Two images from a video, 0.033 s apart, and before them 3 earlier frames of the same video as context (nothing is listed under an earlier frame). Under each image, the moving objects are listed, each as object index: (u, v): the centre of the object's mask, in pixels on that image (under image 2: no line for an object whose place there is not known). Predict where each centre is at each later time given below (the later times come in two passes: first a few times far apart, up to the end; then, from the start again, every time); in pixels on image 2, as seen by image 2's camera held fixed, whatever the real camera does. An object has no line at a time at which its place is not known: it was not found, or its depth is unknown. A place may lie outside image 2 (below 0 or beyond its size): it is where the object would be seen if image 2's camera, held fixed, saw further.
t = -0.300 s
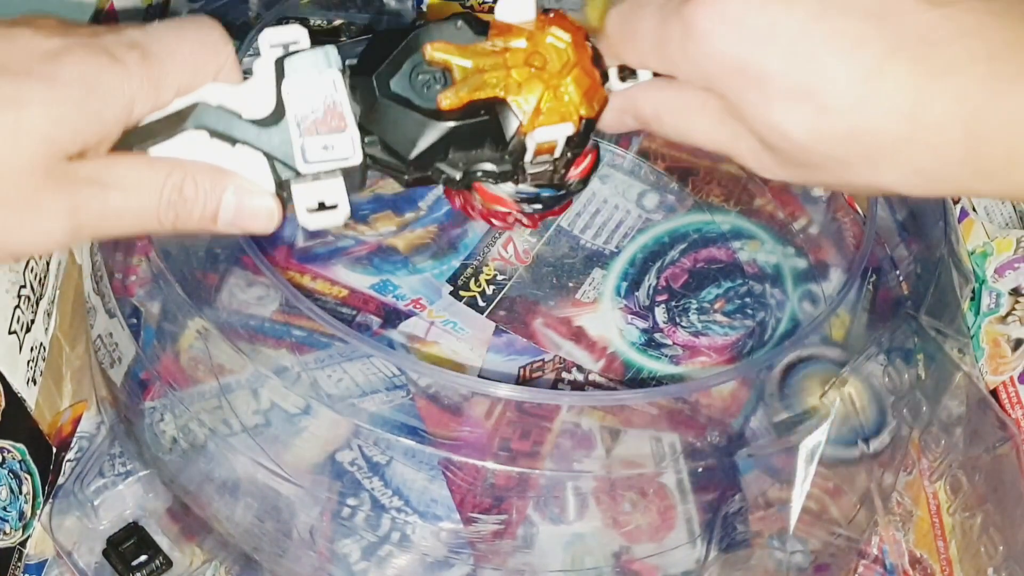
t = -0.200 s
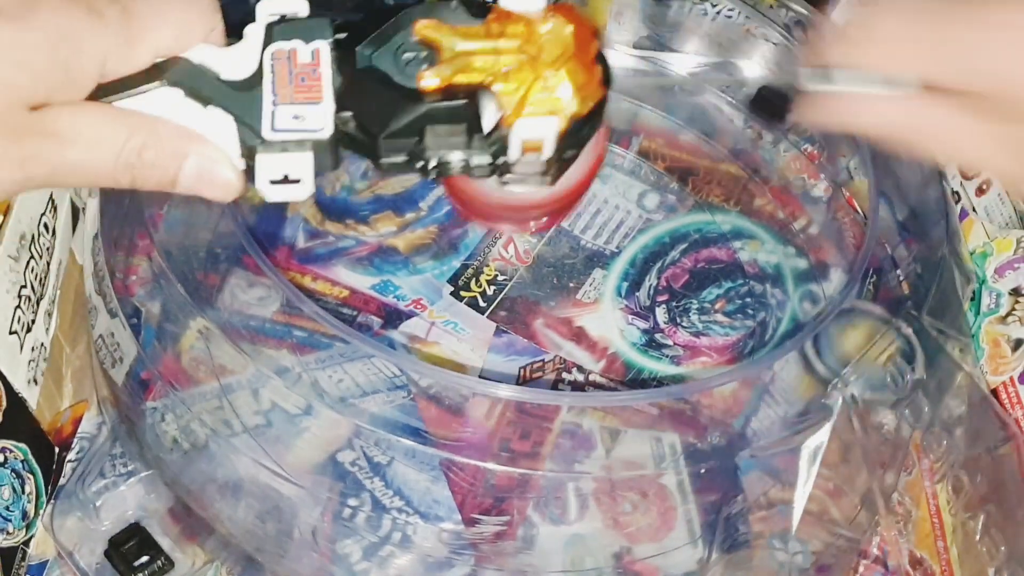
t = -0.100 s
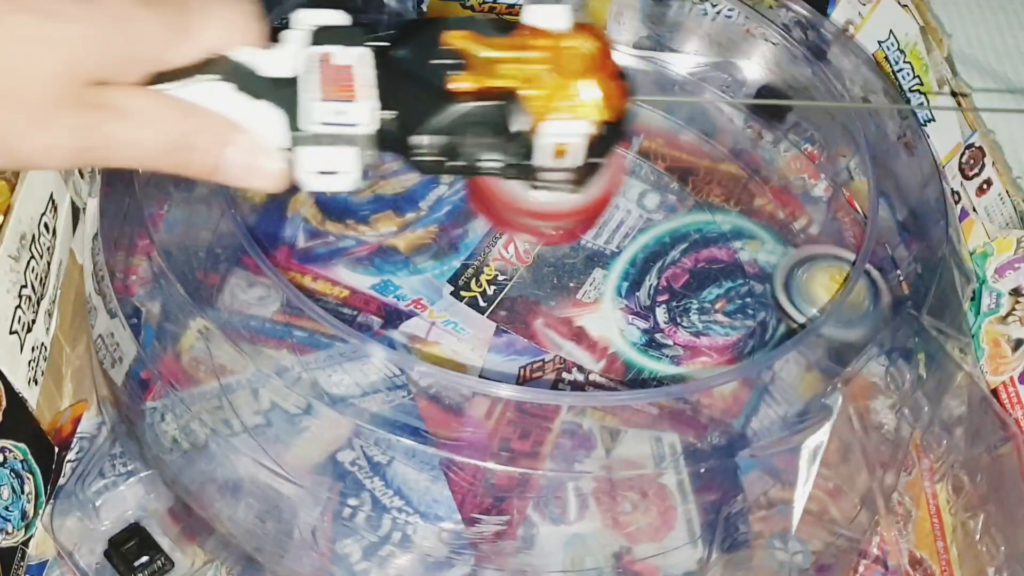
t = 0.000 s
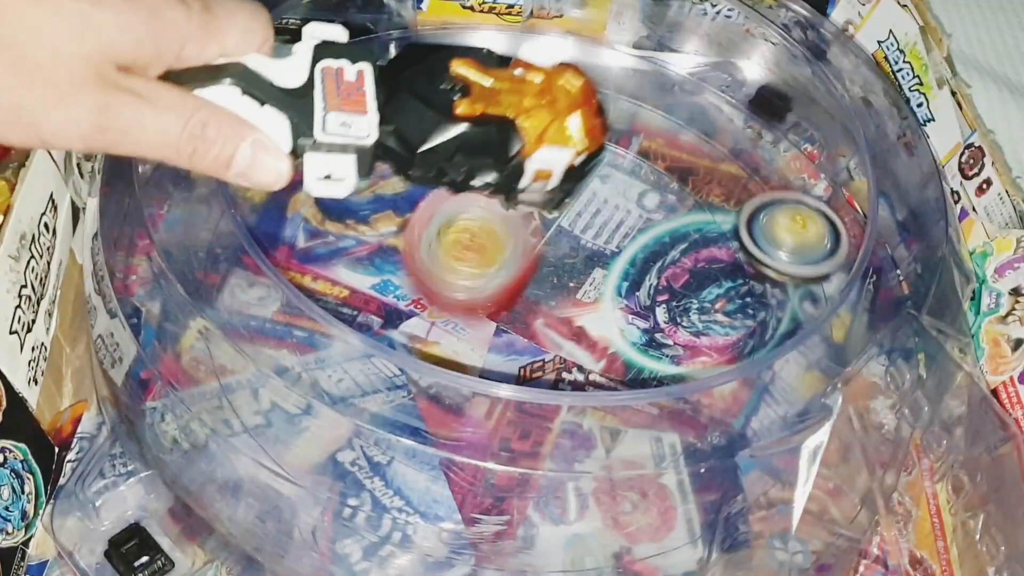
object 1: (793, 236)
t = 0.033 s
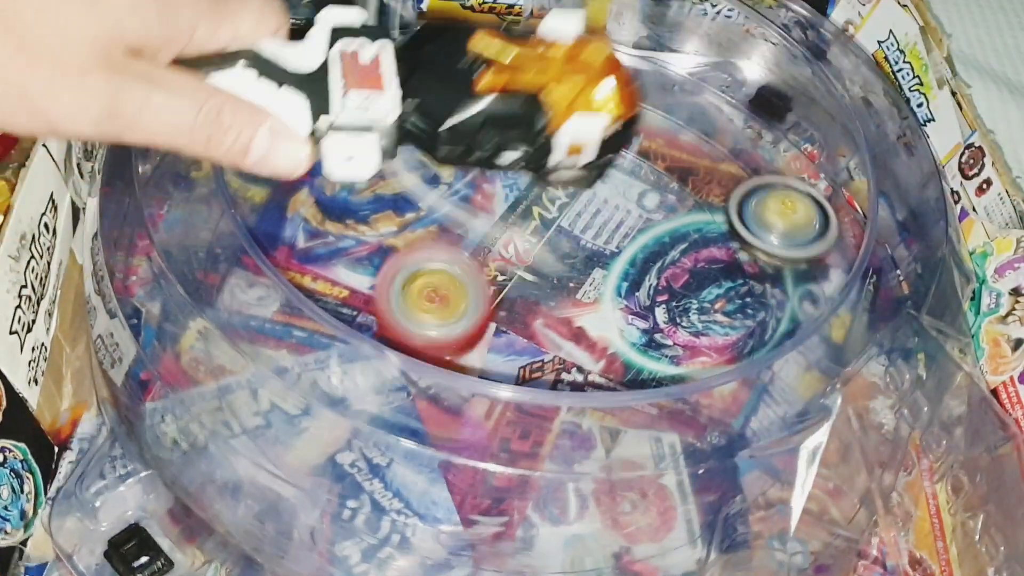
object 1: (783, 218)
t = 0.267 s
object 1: (698, 132)
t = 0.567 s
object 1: (533, 107)
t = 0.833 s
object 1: (350, 305)
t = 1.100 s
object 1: (644, 525)
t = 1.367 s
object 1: (783, 378)
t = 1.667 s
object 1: (791, 240)
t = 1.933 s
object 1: (709, 135)
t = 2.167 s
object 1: (598, 92)
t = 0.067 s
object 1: (772, 203)
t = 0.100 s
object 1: (760, 188)
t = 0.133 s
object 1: (749, 175)
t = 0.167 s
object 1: (737, 163)
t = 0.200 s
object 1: (725, 151)
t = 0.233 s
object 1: (711, 142)
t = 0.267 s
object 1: (698, 132)
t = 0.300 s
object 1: (682, 124)
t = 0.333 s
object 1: (667, 116)
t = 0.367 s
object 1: (651, 111)
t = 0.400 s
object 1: (634, 105)
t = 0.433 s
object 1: (617, 102)
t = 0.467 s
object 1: (598, 99)
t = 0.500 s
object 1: (580, 97)
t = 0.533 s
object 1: (559, 99)
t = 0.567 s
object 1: (533, 107)
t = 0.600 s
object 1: (504, 118)
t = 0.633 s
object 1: (474, 132)
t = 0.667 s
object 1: (442, 151)
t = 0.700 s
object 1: (412, 173)
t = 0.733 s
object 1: (383, 201)
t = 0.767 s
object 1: (363, 234)
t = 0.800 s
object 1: (354, 268)
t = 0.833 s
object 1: (350, 305)
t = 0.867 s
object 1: (360, 351)
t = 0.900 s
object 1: (394, 395)
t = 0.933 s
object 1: (419, 432)
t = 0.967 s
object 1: (473, 456)
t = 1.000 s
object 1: (521, 486)
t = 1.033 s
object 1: (568, 503)
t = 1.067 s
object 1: (606, 516)
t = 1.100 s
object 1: (644, 525)
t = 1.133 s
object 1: (674, 512)
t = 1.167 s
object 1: (693, 496)
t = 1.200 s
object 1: (717, 475)
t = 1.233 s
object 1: (735, 457)
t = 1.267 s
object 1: (751, 436)
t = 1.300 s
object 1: (764, 421)
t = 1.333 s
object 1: (776, 402)
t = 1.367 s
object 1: (783, 378)
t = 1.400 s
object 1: (789, 365)
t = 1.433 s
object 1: (796, 348)
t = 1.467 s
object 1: (800, 337)
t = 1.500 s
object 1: (804, 322)
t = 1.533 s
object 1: (803, 305)
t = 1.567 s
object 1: (793, 282)
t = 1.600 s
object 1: (795, 270)
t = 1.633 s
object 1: (796, 255)
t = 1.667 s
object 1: (791, 240)
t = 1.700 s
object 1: (784, 224)
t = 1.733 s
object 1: (776, 209)
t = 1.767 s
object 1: (767, 195)
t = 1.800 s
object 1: (757, 181)
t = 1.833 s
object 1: (746, 168)
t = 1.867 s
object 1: (734, 156)
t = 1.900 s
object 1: (722, 145)
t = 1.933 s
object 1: (709, 135)
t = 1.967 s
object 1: (696, 126)
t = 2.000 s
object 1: (680, 118)
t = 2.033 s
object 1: (666, 111)
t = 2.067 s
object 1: (649, 105)
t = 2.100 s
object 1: (633, 101)
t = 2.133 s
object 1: (616, 96)
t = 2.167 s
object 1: (598, 92)
